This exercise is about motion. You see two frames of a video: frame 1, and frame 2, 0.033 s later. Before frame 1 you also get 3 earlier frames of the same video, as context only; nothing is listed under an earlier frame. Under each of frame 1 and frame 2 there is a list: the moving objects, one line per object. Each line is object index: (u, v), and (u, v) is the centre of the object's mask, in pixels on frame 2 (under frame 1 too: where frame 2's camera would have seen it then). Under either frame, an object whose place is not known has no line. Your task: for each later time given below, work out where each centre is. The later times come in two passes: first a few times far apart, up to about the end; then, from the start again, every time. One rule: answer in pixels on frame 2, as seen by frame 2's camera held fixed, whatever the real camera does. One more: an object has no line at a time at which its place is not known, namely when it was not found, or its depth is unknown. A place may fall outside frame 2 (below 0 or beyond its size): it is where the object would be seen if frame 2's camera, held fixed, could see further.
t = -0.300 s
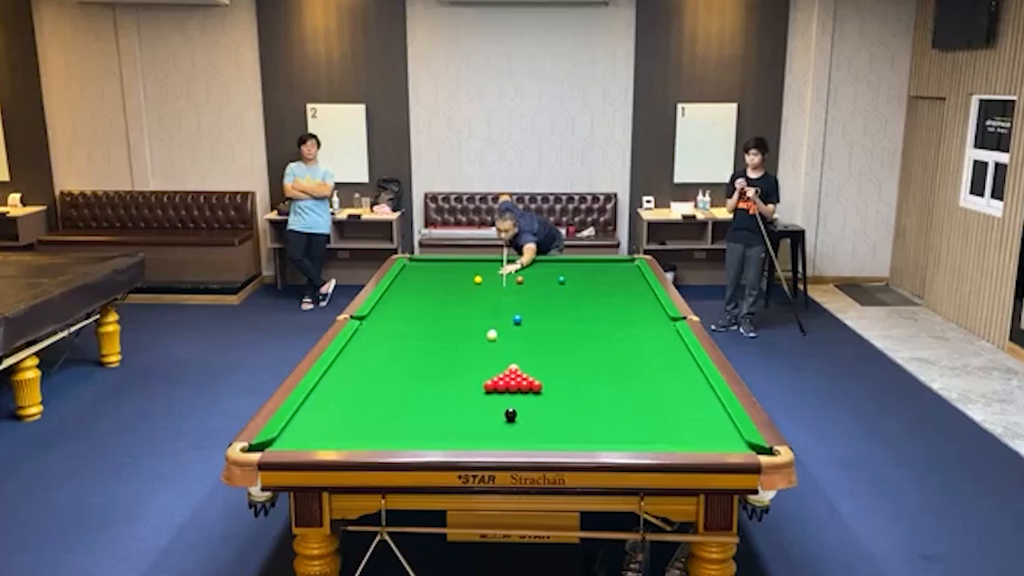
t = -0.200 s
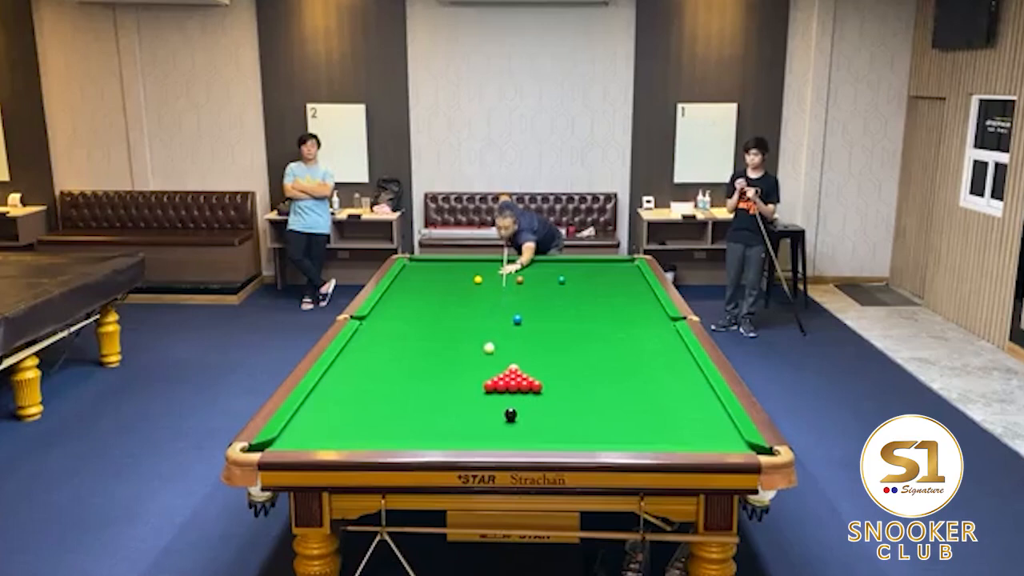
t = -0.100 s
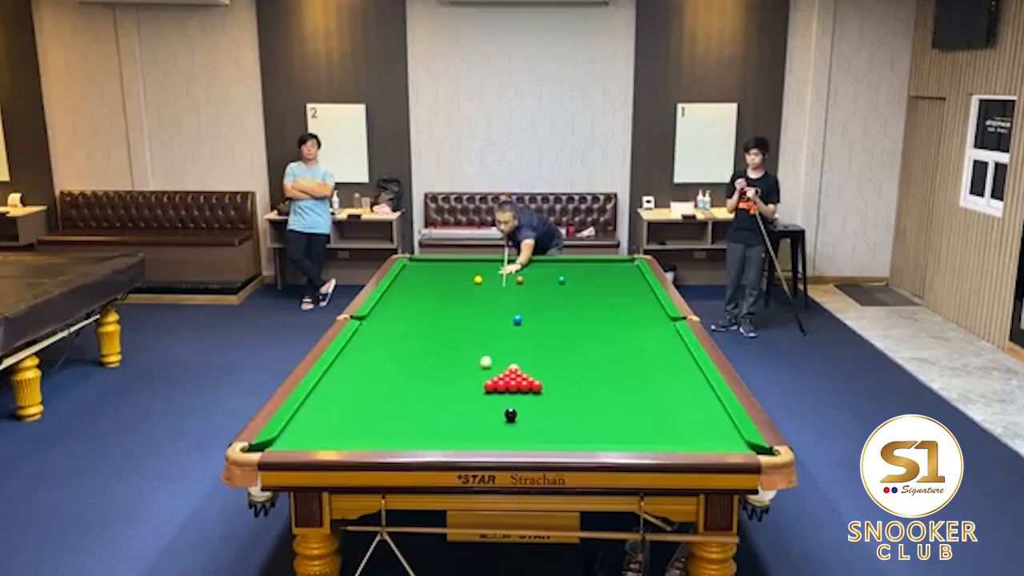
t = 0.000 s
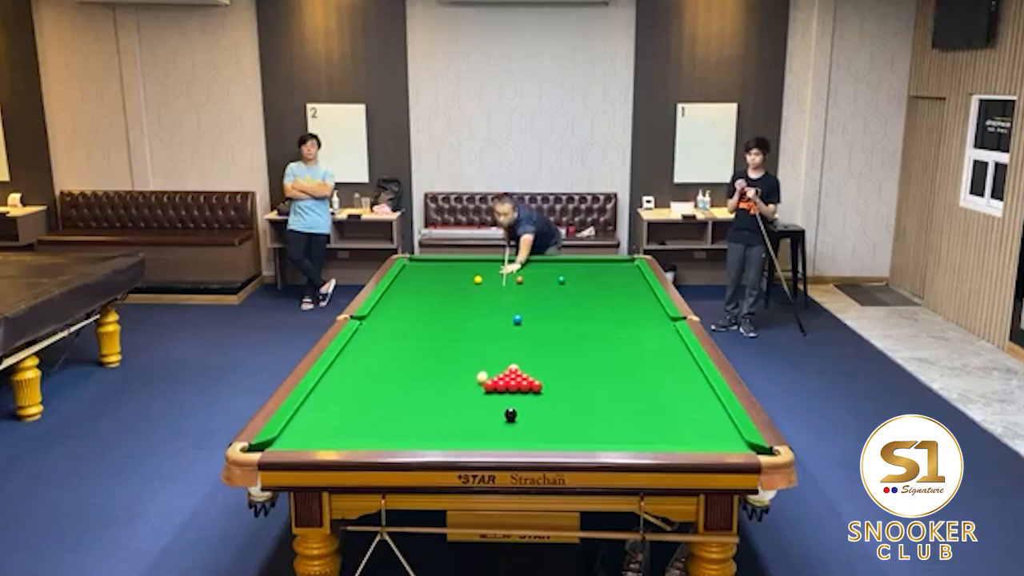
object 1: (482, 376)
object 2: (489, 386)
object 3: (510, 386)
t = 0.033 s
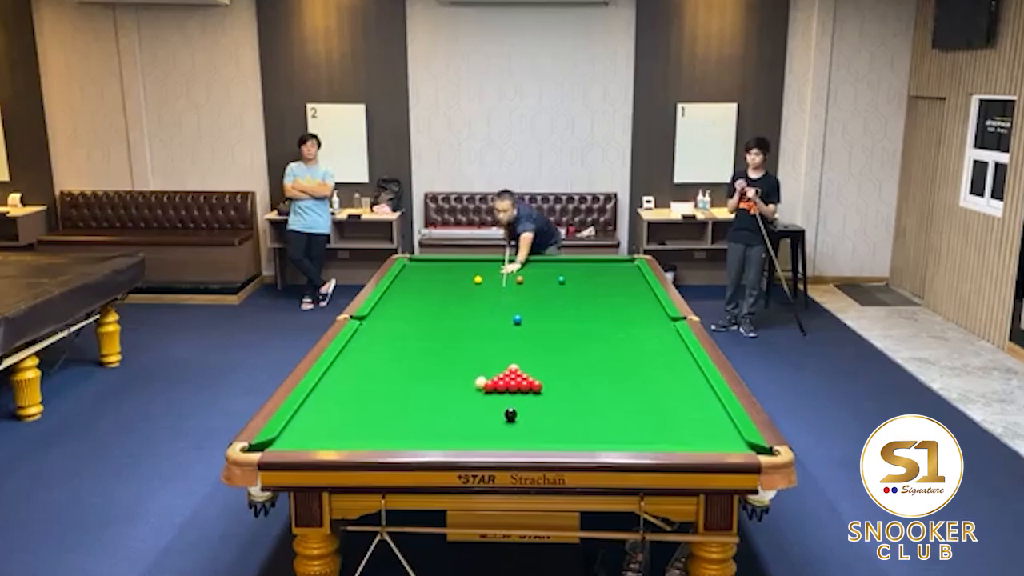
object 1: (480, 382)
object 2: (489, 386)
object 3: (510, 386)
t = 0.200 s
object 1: (438, 401)
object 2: (485, 395)
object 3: (512, 387)
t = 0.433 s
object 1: (375, 434)
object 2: (478, 407)
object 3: (514, 390)
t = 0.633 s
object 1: (327, 427)
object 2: (472, 417)
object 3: (515, 392)
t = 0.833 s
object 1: (313, 409)
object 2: (466, 427)
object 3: (516, 393)
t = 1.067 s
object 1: (361, 391)
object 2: (459, 438)
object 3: (516, 394)
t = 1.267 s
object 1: (395, 378)
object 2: (456, 437)
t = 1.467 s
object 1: (426, 366)
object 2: (455, 431)
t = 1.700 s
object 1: (458, 353)
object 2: (453, 424)
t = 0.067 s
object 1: (473, 386)
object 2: (488, 388)
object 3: (510, 386)
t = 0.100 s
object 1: (464, 390)
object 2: (487, 390)
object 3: (510, 386)
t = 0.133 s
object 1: (455, 393)
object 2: (487, 392)
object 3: (511, 386)
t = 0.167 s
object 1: (446, 398)
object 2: (486, 394)
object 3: (511, 387)
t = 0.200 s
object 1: (438, 401)
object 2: (485, 395)
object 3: (512, 387)
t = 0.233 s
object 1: (430, 405)
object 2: (484, 397)
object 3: (513, 388)
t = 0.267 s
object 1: (421, 410)
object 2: (483, 399)
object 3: (513, 388)
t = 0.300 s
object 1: (412, 414)
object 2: (482, 401)
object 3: (513, 389)
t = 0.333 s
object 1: (404, 419)
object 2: (481, 402)
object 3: (513, 389)
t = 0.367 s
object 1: (394, 424)
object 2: (480, 404)
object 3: (514, 389)
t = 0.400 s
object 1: (385, 429)
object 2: (479, 405)
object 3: (514, 390)
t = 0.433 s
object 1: (375, 434)
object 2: (478, 407)
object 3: (514, 390)
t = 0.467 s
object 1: (366, 436)
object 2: (477, 408)
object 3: (514, 390)
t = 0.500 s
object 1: (356, 440)
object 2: (476, 410)
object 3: (514, 390)
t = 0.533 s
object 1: (348, 436)
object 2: (475, 412)
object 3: (514, 391)
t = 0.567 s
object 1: (341, 434)
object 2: (474, 414)
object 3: (514, 391)
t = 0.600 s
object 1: (334, 430)
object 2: (473, 415)
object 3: (515, 391)
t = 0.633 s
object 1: (327, 427)
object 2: (472, 417)
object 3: (515, 392)
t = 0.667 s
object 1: (320, 423)
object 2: (471, 419)
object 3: (515, 392)
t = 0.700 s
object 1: (314, 420)
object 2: (470, 421)
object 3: (515, 392)
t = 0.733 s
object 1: (307, 417)
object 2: (469, 422)
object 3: (515, 392)
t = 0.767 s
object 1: (300, 415)
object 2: (468, 424)
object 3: (515, 392)
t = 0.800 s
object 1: (304, 412)
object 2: (467, 426)
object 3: (515, 393)
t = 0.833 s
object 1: (313, 409)
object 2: (466, 427)
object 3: (516, 393)
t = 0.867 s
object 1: (321, 406)
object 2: (465, 429)
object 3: (516, 393)
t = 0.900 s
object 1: (329, 404)
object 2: (464, 431)
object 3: (516, 394)
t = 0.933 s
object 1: (335, 401)
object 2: (463, 433)
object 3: (516, 394)
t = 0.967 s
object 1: (342, 399)
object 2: (462, 434)
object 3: (516, 394)
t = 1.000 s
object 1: (348, 396)
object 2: (461, 436)
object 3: (516, 394)
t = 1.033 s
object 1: (355, 394)
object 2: (460, 437)
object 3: (516, 394)
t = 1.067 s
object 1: (361, 391)
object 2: (459, 438)
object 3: (516, 394)
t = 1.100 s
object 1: (367, 389)
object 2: (458, 439)
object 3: (516, 394)
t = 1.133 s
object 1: (372, 387)
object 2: (457, 440)
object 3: (516, 395)
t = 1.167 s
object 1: (378, 385)
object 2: (456, 439)
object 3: (516, 395)
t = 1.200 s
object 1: (384, 382)
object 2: (457, 438)
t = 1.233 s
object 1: (389, 380)
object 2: (456, 437)
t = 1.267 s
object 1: (395, 378)
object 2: (456, 437)
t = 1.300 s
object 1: (400, 376)
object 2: (456, 436)
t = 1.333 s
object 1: (406, 374)
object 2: (456, 435)
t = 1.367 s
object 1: (411, 372)
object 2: (456, 435)
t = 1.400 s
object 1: (416, 370)
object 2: (455, 434)
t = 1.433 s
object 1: (421, 368)
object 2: (455, 432)
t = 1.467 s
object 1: (426, 366)
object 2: (455, 431)
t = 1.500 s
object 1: (431, 364)
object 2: (454, 430)
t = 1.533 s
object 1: (435, 362)
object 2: (454, 429)
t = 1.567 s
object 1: (440, 361)
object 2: (454, 428)
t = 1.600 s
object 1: (444, 359)
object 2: (454, 427)
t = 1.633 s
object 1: (449, 357)
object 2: (454, 426)
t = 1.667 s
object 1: (453, 355)
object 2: (453, 425)
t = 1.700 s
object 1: (458, 353)
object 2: (453, 424)
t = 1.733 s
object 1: (462, 352)
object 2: (453, 423)
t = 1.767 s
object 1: (466, 350)
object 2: (453, 423)
